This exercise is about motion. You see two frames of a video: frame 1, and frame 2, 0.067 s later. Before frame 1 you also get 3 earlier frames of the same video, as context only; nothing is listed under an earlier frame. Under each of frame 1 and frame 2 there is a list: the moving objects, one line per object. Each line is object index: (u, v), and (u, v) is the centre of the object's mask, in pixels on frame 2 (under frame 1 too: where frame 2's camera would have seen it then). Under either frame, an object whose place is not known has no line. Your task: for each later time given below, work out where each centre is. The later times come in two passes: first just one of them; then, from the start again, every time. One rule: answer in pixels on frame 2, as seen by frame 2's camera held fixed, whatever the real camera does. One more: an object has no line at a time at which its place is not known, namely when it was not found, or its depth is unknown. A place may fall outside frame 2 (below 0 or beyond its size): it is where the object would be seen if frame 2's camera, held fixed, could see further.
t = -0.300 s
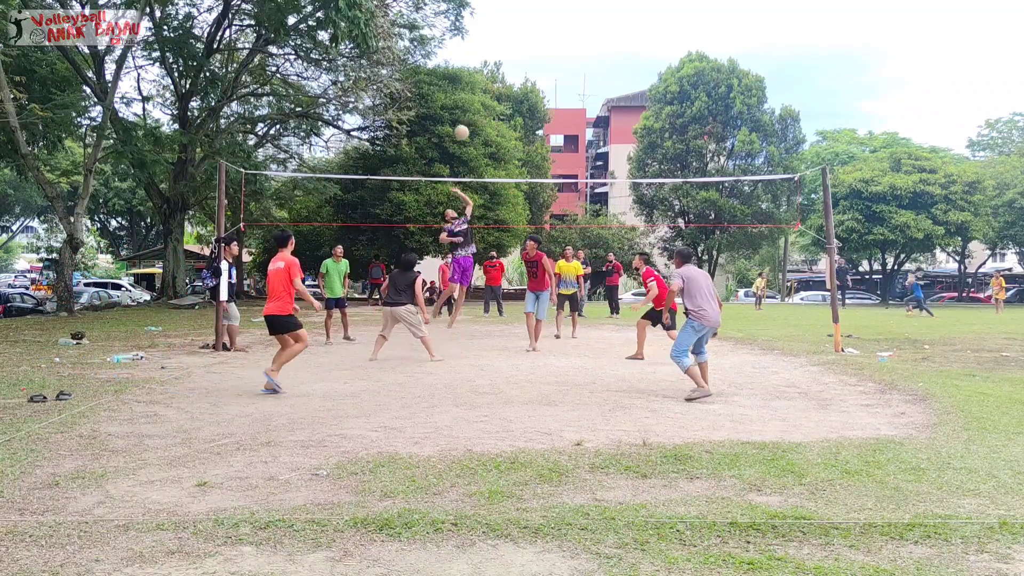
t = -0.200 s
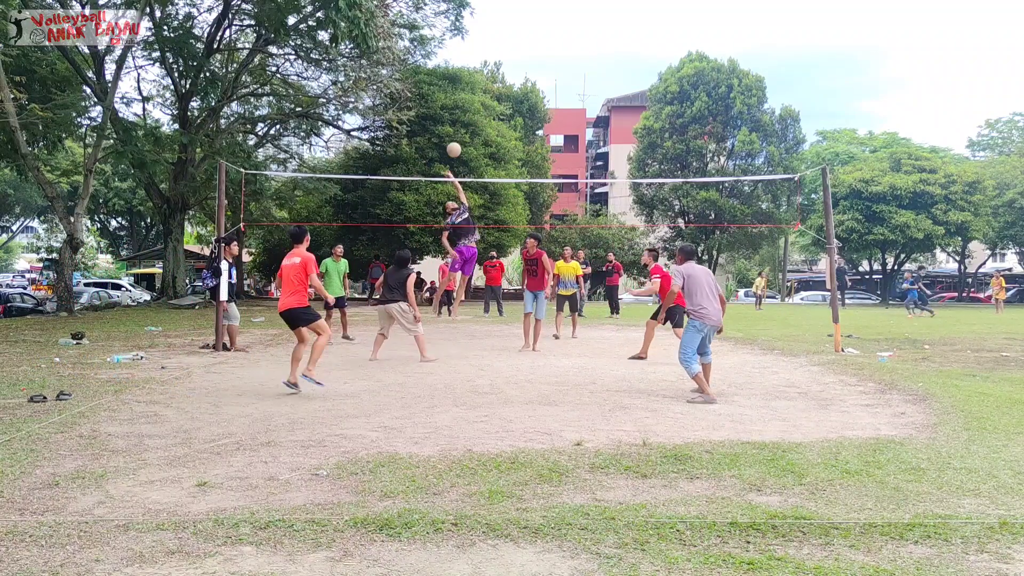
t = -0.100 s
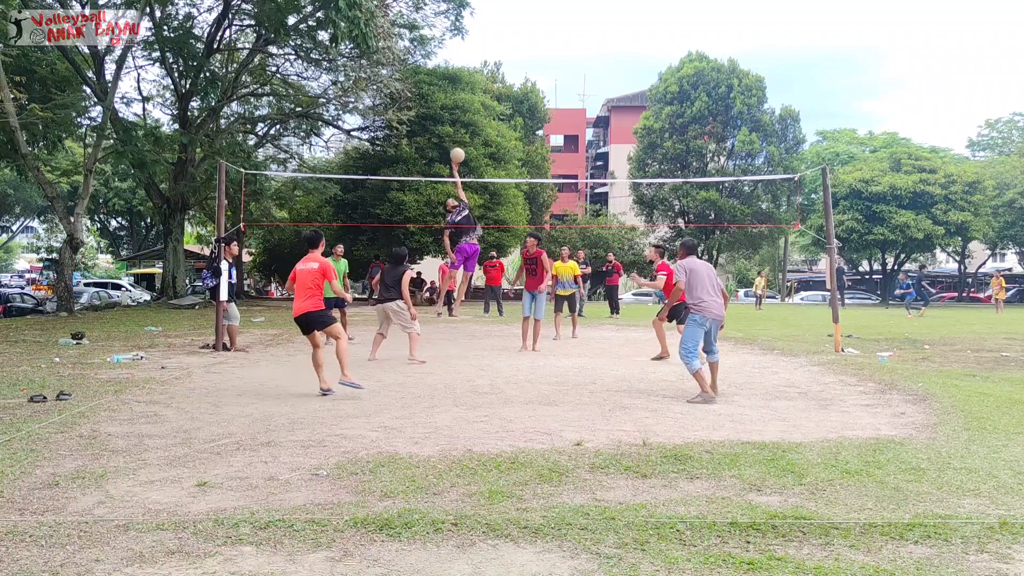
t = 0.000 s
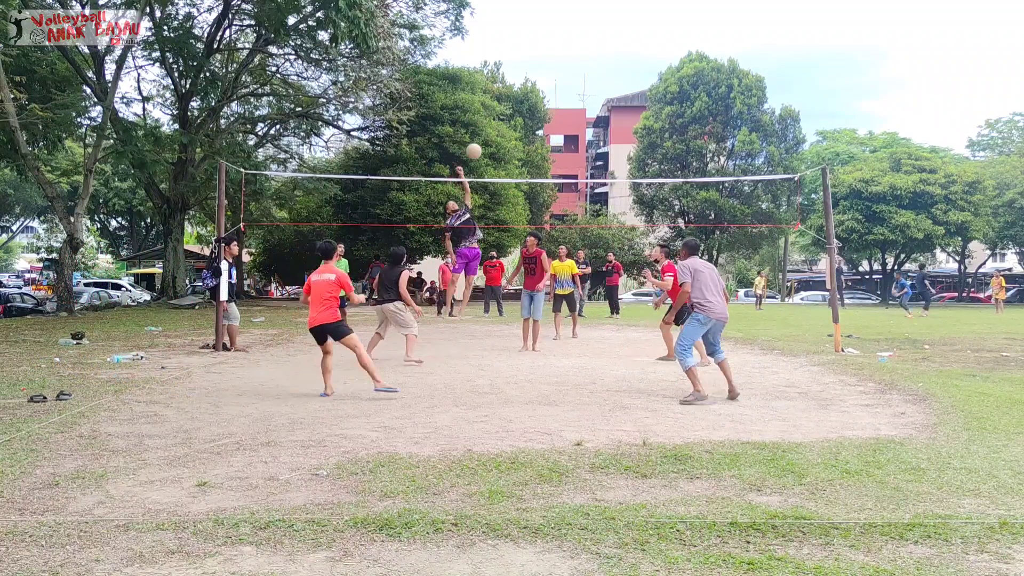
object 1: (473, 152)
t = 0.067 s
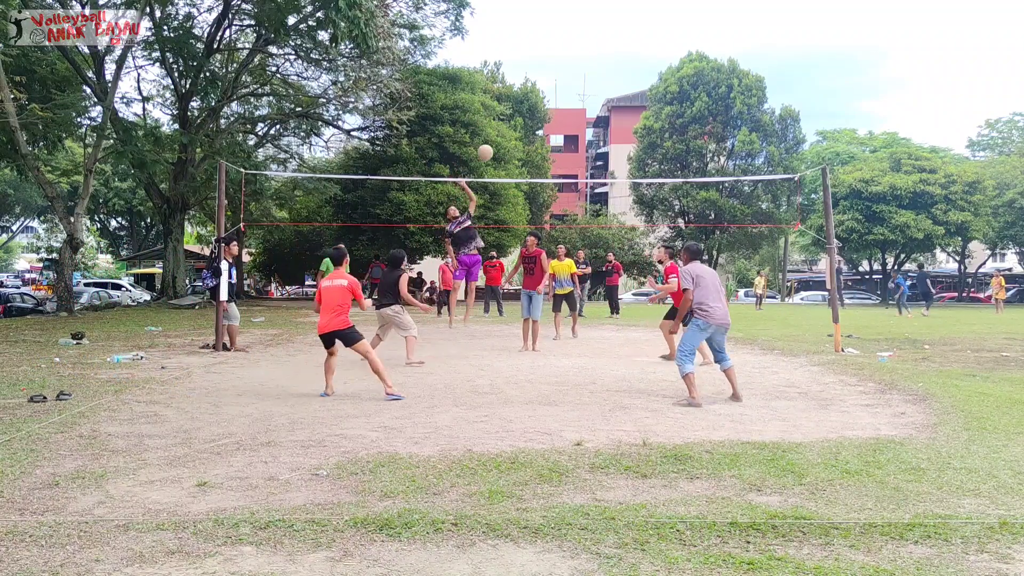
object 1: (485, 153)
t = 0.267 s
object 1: (522, 178)
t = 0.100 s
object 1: (491, 155)
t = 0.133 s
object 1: (497, 157)
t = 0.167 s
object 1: (503, 161)
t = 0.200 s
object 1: (510, 166)
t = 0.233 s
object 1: (516, 171)
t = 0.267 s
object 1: (522, 178)
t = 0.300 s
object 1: (529, 186)
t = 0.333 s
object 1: (536, 194)
